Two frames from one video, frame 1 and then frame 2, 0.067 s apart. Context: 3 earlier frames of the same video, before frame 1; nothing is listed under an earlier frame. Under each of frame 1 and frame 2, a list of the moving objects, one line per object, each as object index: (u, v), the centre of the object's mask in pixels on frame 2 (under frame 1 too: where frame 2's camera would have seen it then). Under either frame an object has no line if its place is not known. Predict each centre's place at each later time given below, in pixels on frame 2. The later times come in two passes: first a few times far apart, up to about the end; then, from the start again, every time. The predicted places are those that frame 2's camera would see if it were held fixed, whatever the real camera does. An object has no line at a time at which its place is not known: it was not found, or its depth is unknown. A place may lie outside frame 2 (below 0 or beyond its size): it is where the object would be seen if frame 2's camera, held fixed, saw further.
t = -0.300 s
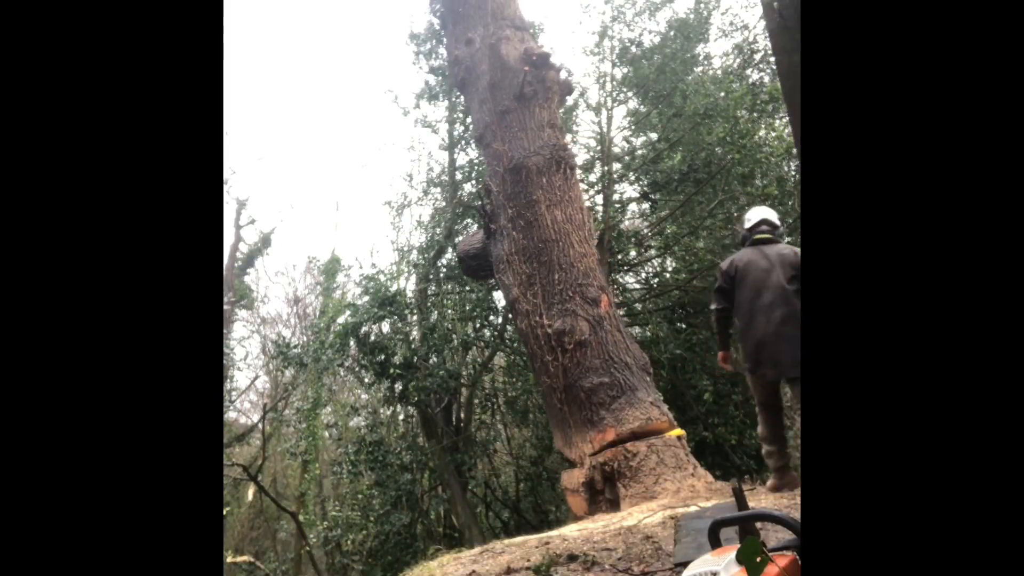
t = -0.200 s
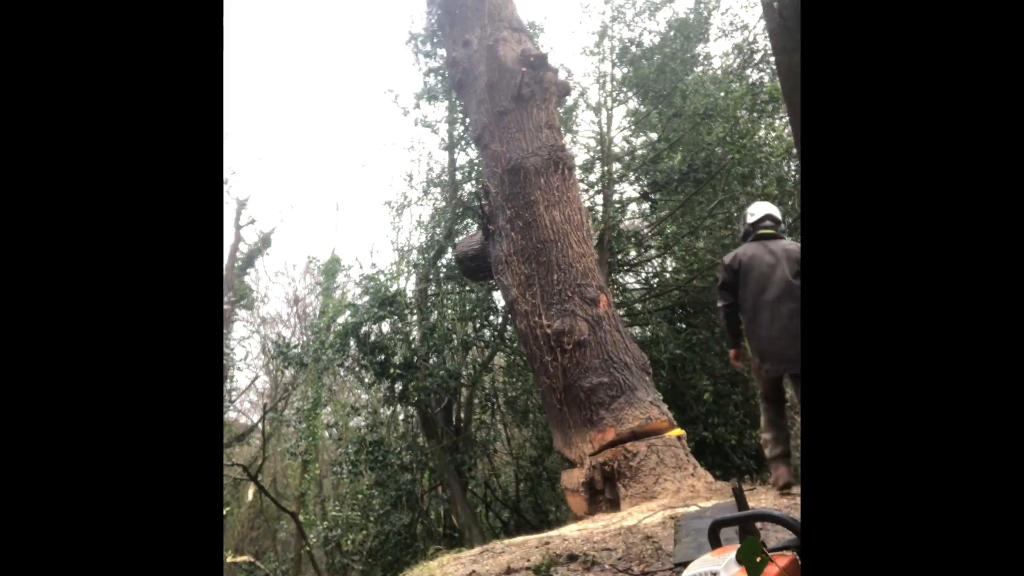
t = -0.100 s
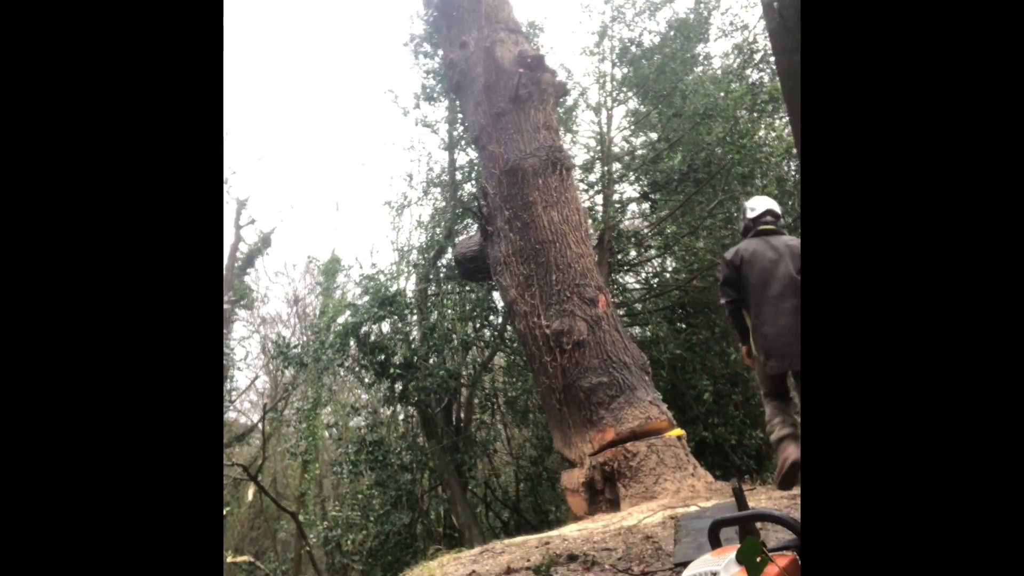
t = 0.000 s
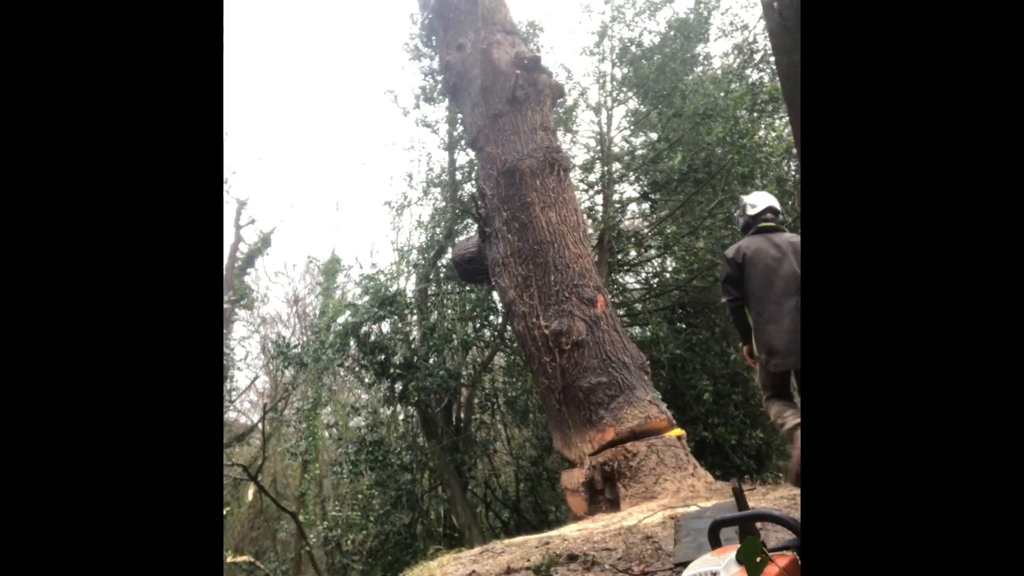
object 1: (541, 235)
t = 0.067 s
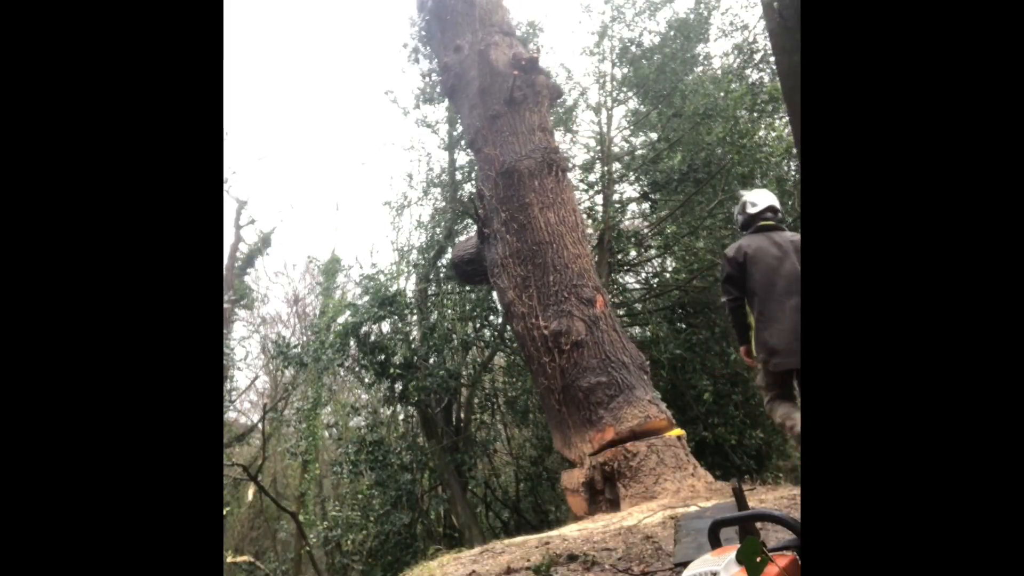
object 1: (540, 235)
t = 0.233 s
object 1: (535, 236)
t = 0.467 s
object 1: (527, 237)
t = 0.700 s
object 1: (516, 240)
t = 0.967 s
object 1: (498, 245)
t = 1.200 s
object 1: (477, 254)
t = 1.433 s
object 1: (440, 261)
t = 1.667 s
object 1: (430, 308)
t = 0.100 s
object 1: (539, 234)
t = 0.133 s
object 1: (538, 235)
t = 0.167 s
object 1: (538, 236)
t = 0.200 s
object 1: (537, 236)
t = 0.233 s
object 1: (535, 236)
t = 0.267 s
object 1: (534, 236)
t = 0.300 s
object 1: (534, 236)
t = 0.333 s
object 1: (533, 236)
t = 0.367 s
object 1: (531, 236)
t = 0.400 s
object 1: (530, 236)
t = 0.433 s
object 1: (529, 238)
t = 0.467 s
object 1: (527, 237)
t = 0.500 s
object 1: (526, 237)
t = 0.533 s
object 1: (524, 237)
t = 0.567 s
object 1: (523, 238)
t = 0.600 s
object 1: (521, 239)
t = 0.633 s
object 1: (520, 240)
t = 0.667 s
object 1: (518, 240)
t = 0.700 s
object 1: (516, 240)
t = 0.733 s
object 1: (514, 241)
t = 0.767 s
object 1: (512, 241)
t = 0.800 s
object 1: (510, 242)
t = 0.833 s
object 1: (508, 242)
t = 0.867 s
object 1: (505, 243)
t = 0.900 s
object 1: (503, 243)
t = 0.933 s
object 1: (501, 244)
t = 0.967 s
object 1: (498, 245)
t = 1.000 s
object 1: (495, 246)
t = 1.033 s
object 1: (493, 247)
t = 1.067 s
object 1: (490, 248)
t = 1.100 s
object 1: (487, 250)
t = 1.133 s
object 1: (484, 251)
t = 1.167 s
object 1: (481, 252)
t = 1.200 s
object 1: (477, 254)
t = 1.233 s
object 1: (468, 249)
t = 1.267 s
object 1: (470, 257)
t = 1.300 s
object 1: (467, 260)
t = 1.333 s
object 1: (462, 261)
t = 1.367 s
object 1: (447, 253)
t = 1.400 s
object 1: (444, 255)
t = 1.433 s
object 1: (440, 261)
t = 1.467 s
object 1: (437, 265)
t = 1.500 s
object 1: (434, 269)
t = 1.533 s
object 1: (431, 275)
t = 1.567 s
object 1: (429, 280)
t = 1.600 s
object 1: (429, 285)
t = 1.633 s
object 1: (428, 296)
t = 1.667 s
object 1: (430, 308)
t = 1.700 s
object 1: (429, 316)
